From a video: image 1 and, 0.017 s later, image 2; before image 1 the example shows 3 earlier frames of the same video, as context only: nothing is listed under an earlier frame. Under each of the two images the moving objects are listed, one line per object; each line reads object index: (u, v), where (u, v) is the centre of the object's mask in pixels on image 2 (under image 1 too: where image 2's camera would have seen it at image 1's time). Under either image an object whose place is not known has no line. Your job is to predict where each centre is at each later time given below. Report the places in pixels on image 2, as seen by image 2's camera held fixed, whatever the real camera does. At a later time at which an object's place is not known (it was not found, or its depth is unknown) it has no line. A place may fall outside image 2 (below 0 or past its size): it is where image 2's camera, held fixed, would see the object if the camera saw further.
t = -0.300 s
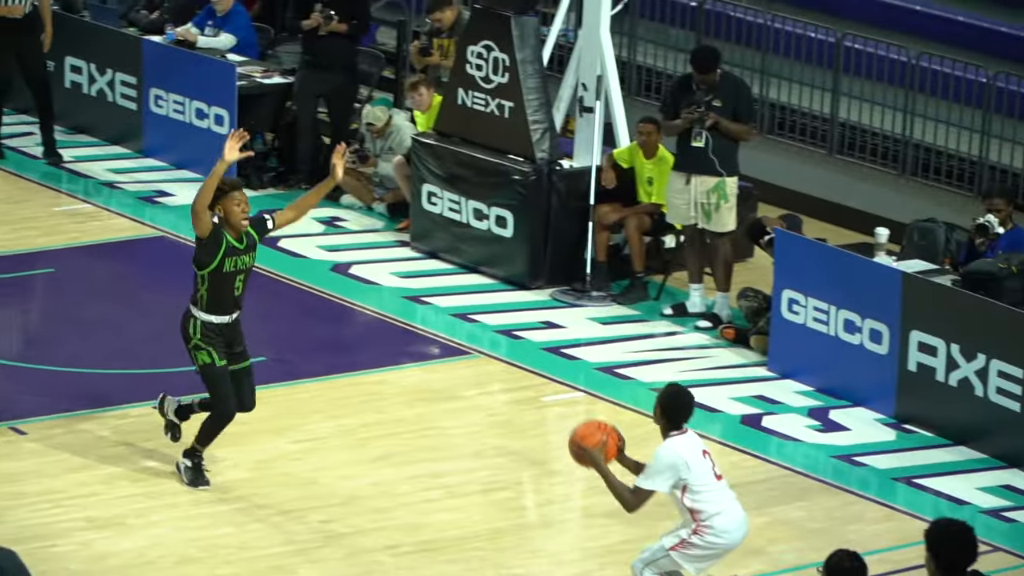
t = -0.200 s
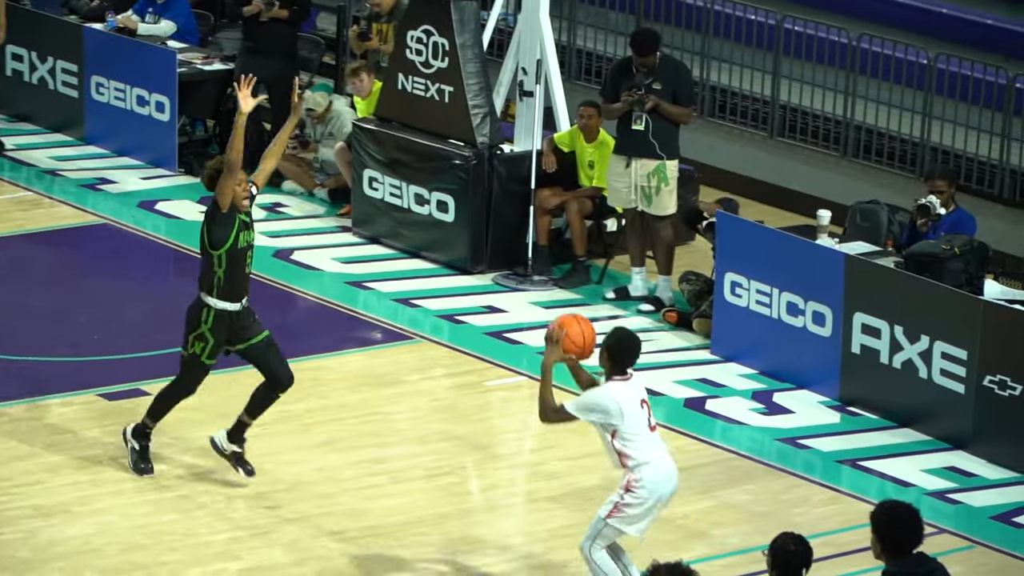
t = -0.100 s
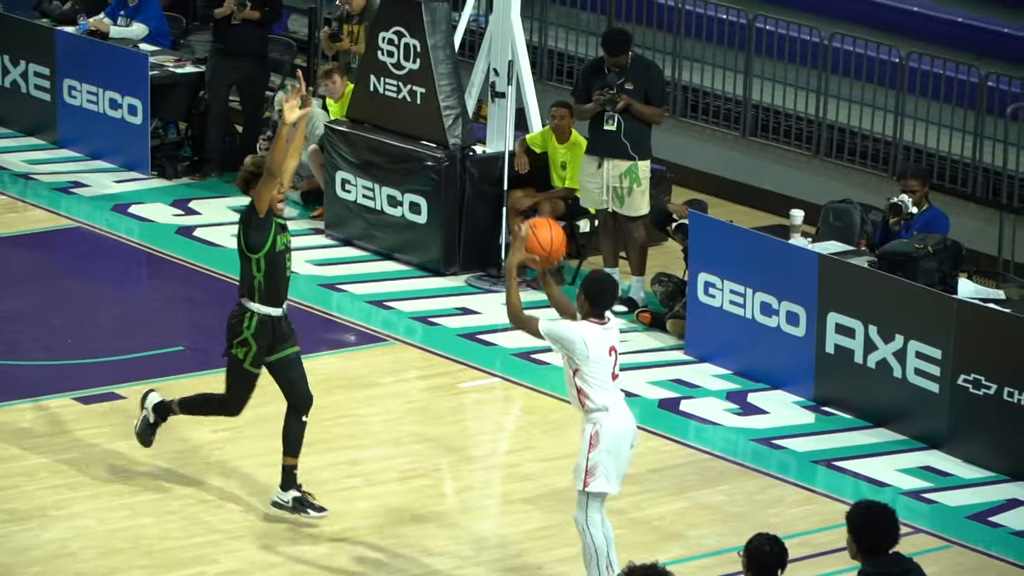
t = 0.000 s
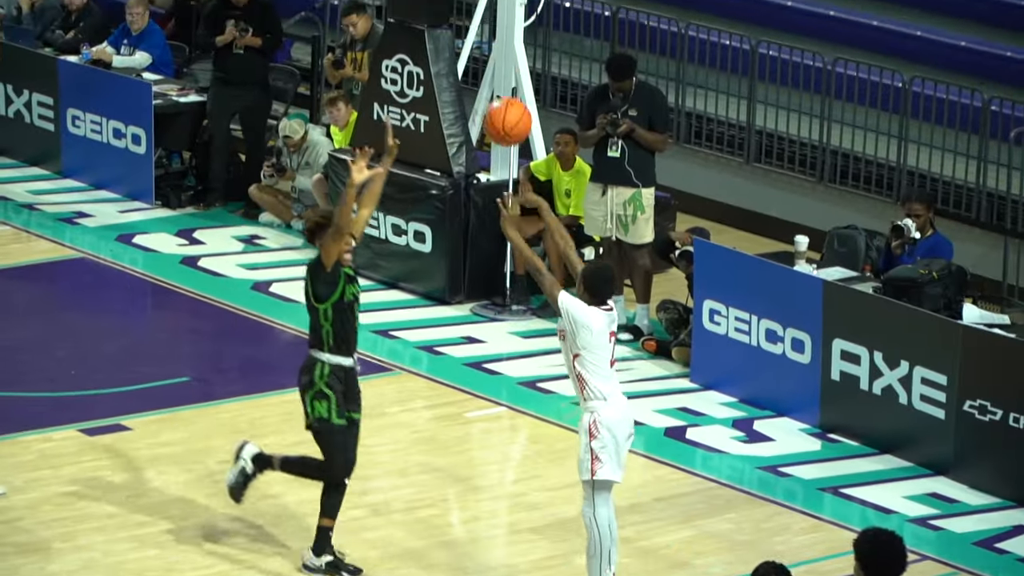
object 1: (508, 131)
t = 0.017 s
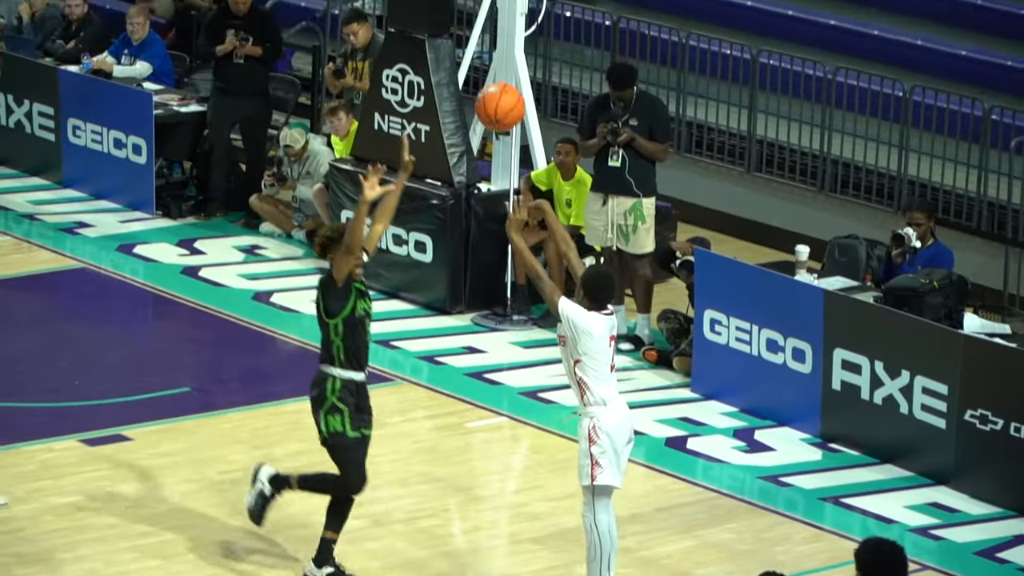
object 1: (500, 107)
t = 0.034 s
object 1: (492, 82)
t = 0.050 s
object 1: (484, 59)
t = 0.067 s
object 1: (476, 35)
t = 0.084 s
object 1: (468, 13)
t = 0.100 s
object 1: (460, -8)
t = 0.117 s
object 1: (453, -30)
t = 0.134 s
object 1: (446, -50)
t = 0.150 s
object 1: (438, -71)
